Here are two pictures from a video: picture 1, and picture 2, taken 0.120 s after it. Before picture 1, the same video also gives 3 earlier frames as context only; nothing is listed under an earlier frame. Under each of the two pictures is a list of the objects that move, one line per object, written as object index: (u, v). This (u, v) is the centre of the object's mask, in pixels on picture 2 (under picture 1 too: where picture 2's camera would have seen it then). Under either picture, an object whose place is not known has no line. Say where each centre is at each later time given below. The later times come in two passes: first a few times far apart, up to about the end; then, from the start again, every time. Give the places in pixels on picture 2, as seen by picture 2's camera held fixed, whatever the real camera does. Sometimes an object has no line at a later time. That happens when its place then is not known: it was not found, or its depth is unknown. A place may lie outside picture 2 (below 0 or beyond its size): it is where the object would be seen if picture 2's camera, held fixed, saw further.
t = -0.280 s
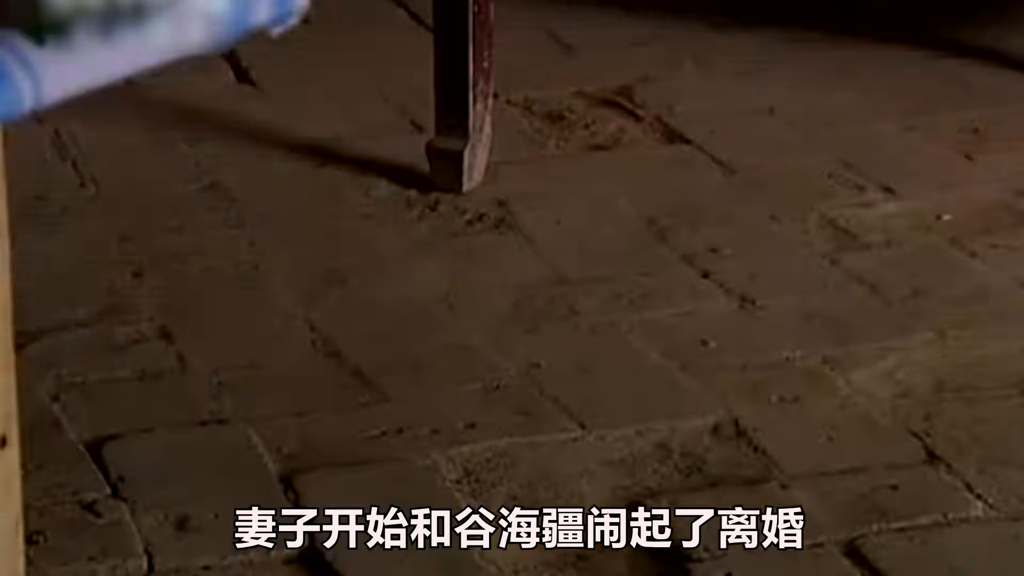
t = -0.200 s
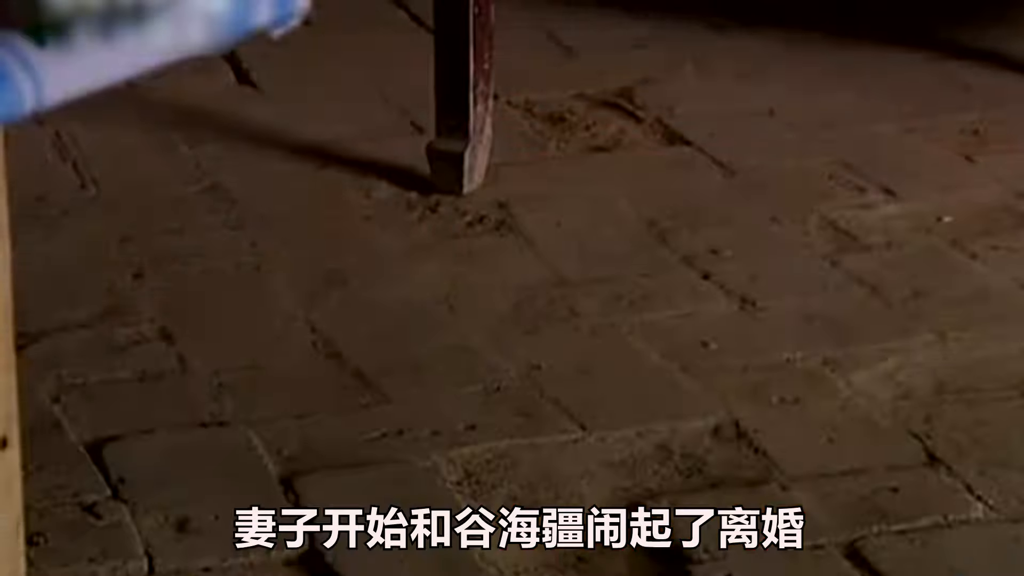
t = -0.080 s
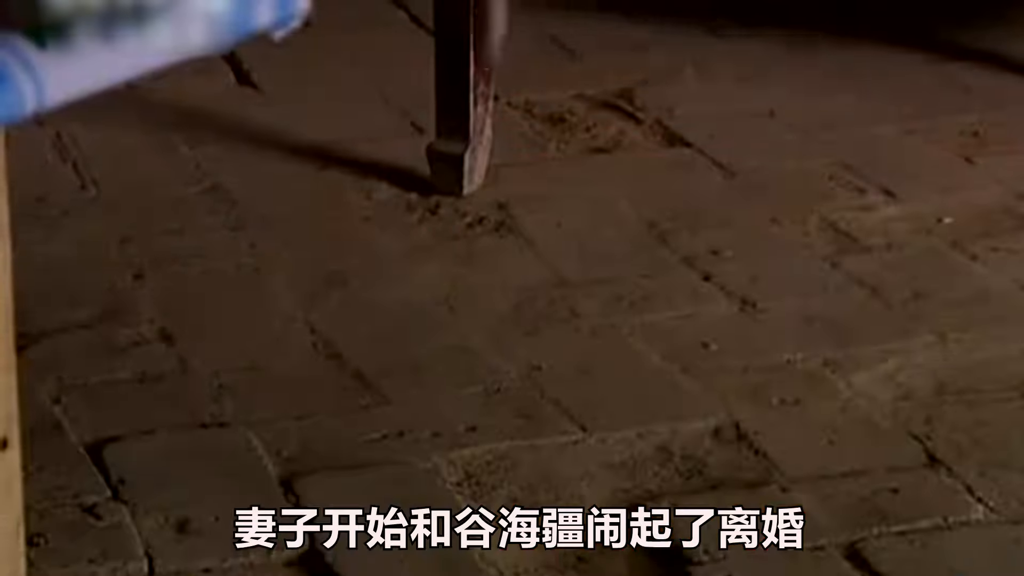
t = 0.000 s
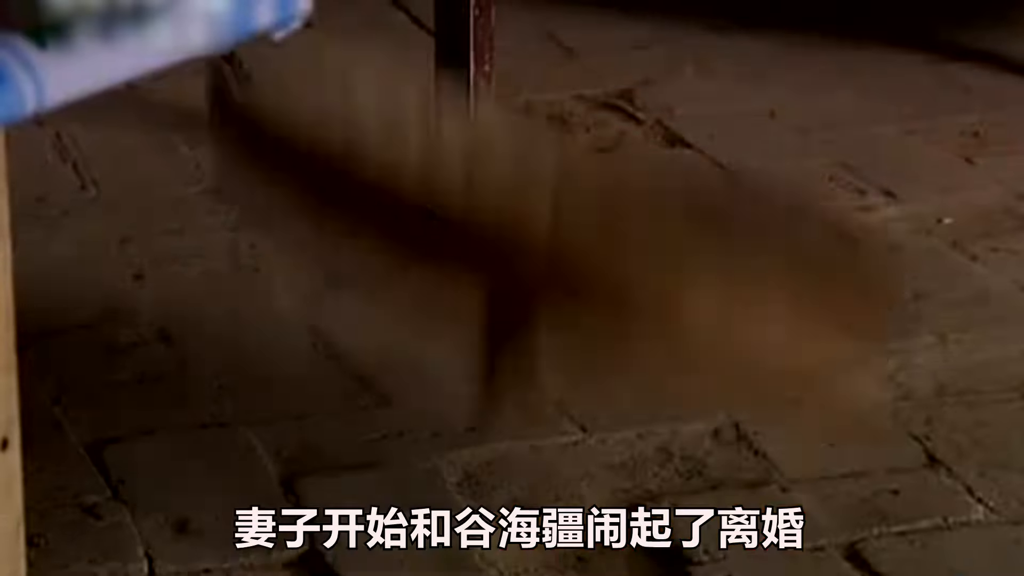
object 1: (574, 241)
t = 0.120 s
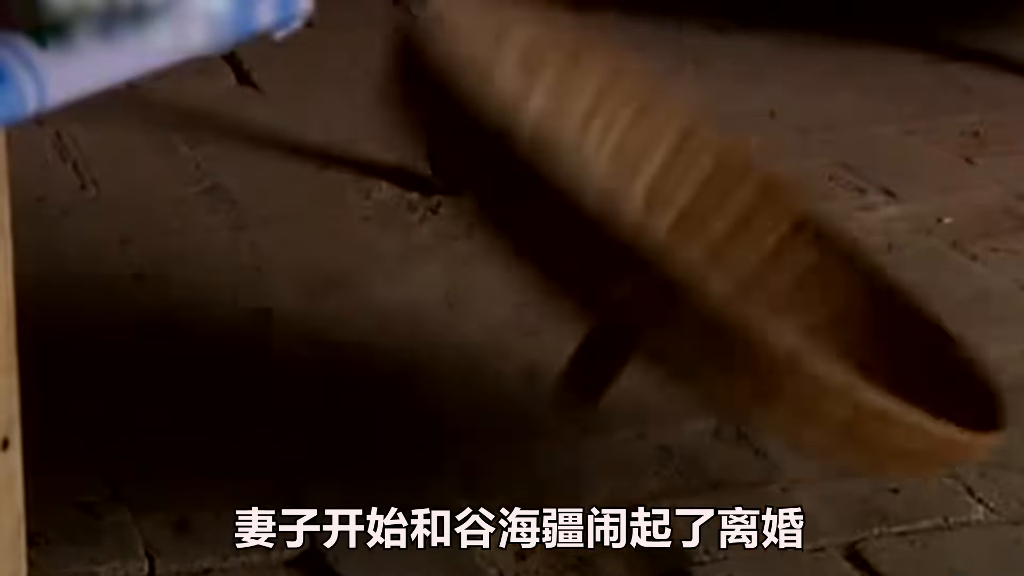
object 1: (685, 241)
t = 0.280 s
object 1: (855, 249)
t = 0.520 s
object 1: (797, 308)
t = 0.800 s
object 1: (696, 295)
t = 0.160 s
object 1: (745, 229)
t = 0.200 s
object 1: (790, 228)
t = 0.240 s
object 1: (825, 235)
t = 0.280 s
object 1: (855, 249)
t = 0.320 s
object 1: (866, 248)
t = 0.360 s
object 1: (868, 233)
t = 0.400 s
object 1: (868, 230)
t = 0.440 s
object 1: (859, 267)
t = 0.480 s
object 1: (828, 280)
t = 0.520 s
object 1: (797, 308)
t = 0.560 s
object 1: (774, 328)
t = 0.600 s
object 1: (764, 289)
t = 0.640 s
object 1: (749, 284)
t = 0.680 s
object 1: (727, 301)
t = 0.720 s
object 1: (718, 293)
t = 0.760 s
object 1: (708, 294)
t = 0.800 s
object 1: (696, 295)
